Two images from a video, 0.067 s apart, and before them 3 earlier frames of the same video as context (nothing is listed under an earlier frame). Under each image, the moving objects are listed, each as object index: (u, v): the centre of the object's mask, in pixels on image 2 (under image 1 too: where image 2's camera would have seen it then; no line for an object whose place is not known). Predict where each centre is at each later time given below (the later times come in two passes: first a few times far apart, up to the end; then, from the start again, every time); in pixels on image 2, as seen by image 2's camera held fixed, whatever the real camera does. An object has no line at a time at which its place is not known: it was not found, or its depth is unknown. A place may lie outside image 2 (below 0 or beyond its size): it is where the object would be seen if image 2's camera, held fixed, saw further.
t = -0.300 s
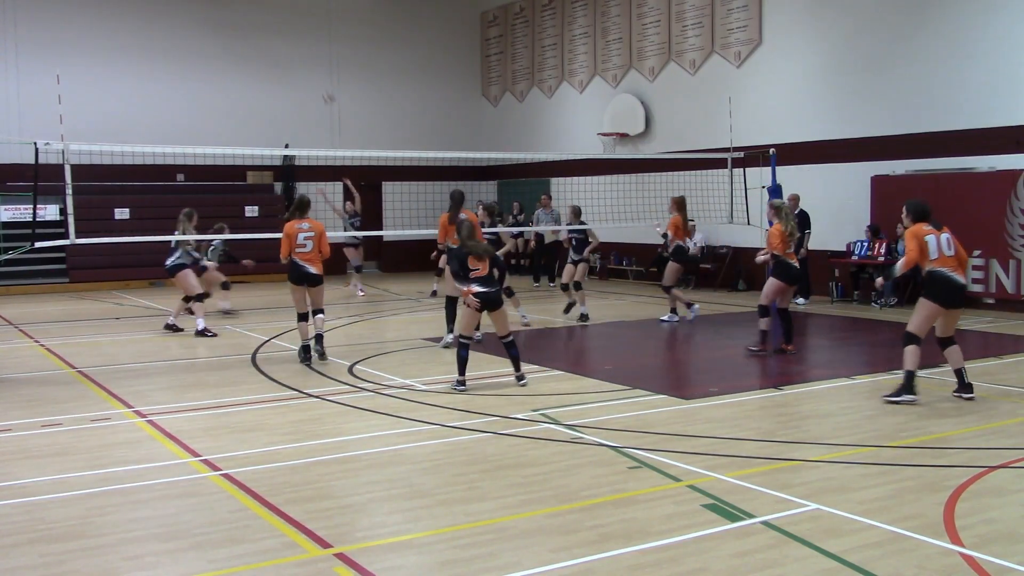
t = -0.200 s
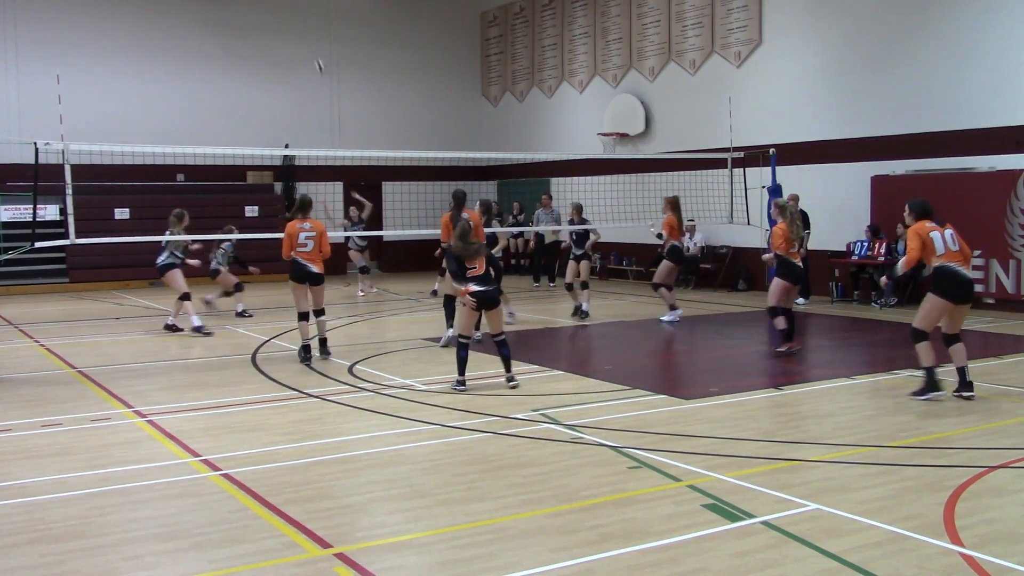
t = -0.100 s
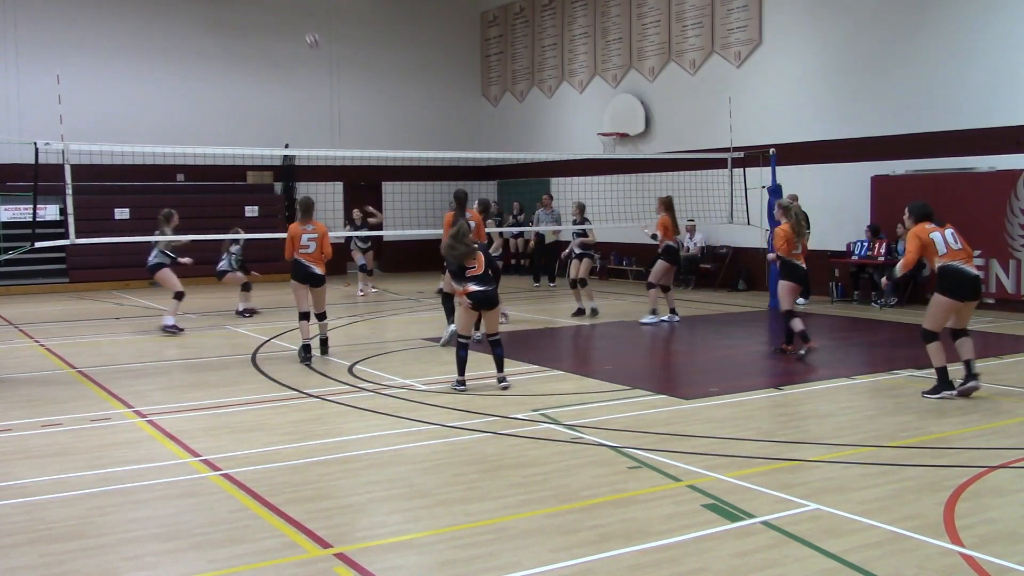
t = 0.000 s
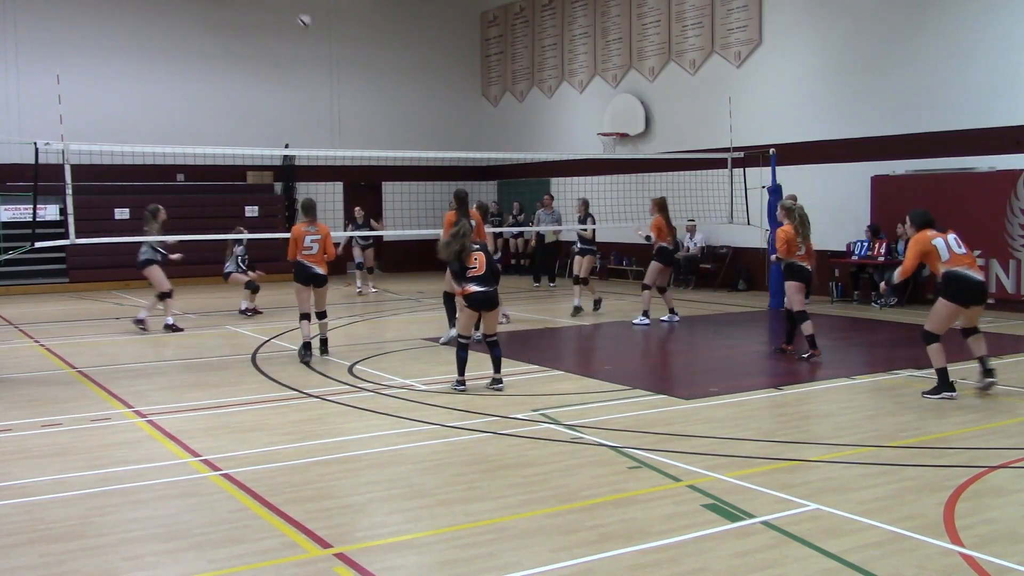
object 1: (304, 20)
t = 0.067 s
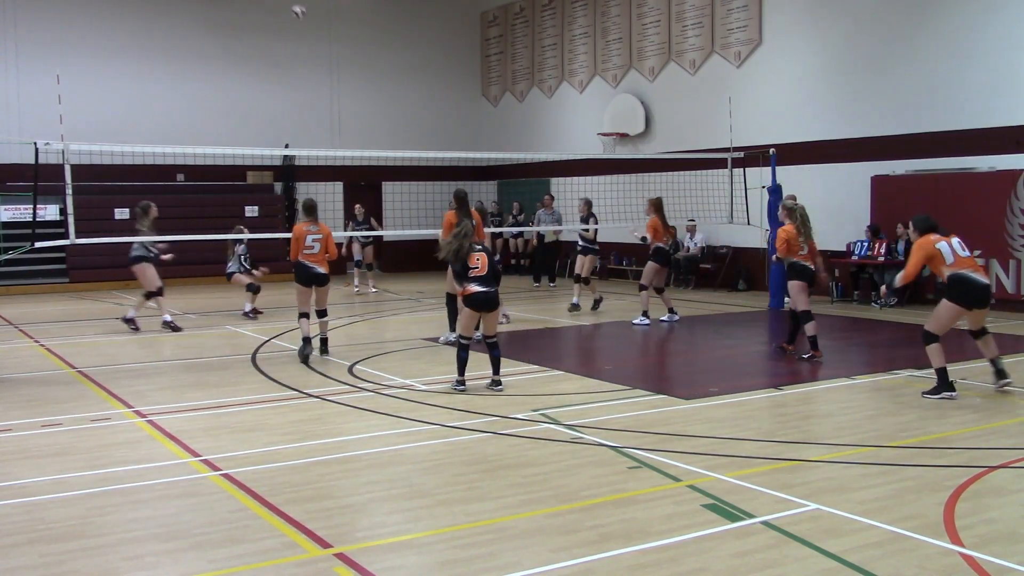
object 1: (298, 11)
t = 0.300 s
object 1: (279, 3)
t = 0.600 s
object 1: (255, 38)
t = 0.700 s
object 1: (247, 65)
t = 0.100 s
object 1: (296, 7)
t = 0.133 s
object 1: (293, 5)
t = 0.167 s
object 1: (291, 4)
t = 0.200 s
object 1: (287, 4)
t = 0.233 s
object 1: (285, 3)
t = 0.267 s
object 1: (283, 3)
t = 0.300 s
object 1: (279, 3)
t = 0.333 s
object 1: (276, 3)
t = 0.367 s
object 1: (274, 5)
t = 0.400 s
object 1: (271, 6)
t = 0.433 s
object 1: (268, 9)
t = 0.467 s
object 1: (266, 14)
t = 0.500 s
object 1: (263, 18)
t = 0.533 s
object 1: (260, 25)
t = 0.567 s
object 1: (257, 31)
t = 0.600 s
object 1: (255, 38)
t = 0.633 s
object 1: (252, 47)
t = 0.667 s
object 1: (250, 55)
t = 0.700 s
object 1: (247, 65)
